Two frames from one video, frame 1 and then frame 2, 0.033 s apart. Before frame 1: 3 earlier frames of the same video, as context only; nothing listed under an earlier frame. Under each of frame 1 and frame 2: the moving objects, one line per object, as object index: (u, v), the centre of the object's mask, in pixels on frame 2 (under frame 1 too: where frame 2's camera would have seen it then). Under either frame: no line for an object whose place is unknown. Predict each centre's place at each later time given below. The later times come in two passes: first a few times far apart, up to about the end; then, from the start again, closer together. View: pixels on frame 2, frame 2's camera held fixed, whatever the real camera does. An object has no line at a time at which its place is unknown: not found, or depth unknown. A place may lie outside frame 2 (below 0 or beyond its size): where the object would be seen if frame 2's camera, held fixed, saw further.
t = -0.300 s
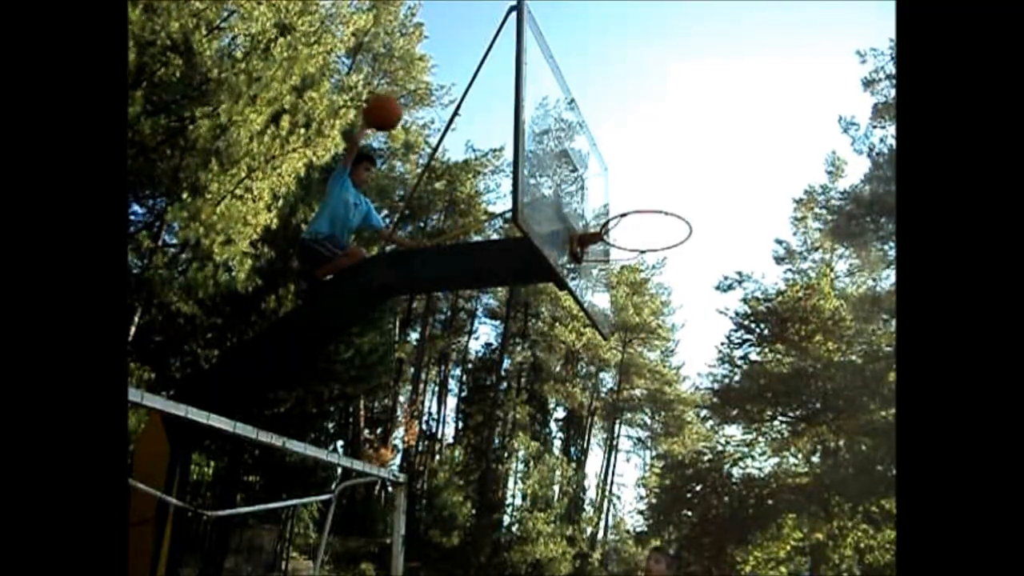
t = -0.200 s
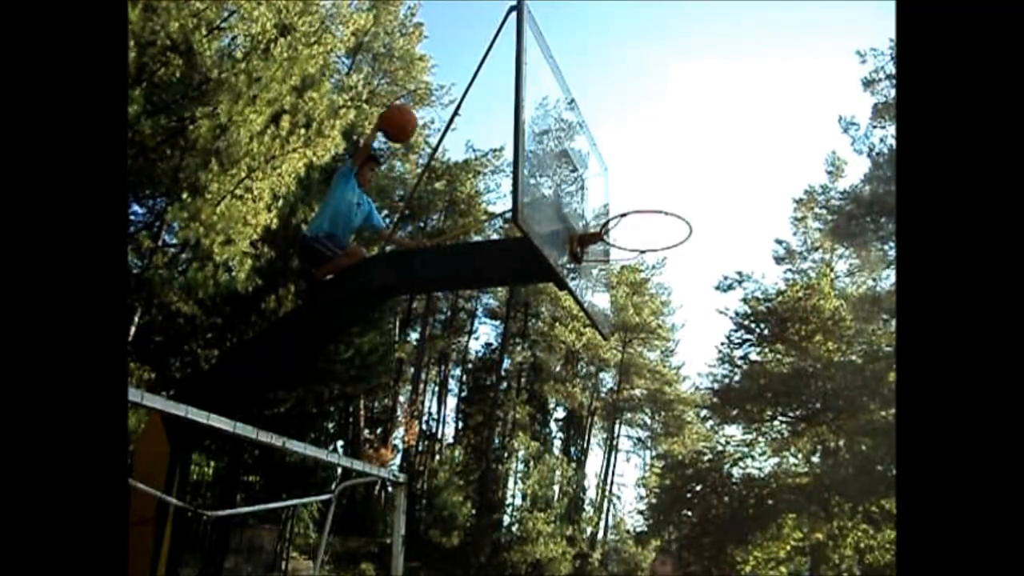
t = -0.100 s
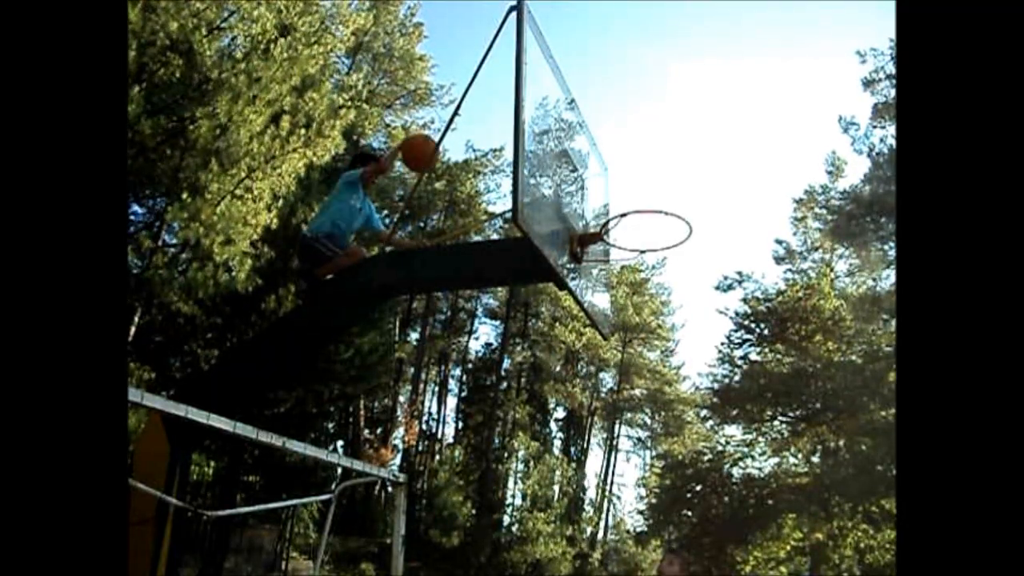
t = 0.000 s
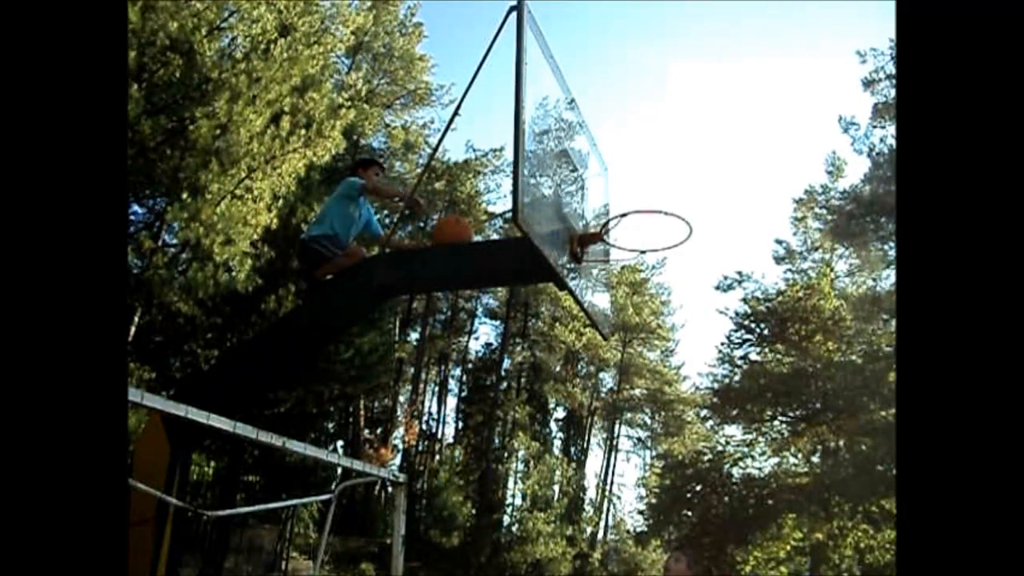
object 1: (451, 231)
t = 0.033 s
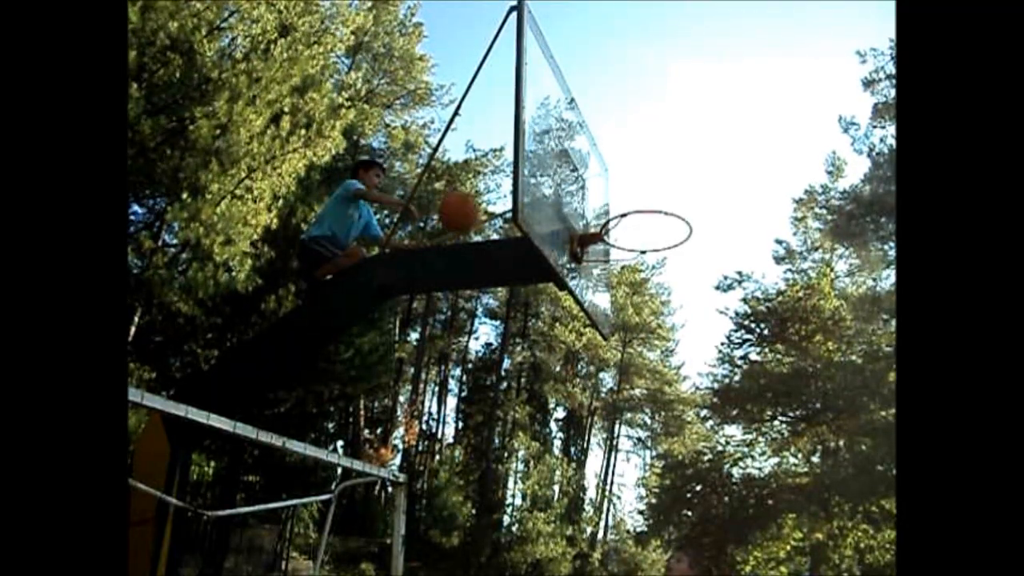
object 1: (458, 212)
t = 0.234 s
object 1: (495, 87)
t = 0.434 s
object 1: (539, 21)
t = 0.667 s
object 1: (565, 22)
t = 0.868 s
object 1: (602, 75)
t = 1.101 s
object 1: (657, 229)
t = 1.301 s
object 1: (715, 476)
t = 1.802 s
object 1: (809, 512)
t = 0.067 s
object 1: (464, 185)
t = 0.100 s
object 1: (471, 162)
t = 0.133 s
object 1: (477, 141)
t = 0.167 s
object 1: (483, 121)
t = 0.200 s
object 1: (489, 103)
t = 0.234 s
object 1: (495, 87)
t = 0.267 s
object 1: (499, 74)
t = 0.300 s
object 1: (503, 61)
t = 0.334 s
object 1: (506, 50)
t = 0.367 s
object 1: (508, 42)
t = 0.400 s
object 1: (511, 34)
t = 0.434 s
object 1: (539, 21)
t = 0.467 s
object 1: (542, 18)
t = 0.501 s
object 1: (544, 16)
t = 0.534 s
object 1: (547, 16)
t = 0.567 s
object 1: (550, 16)
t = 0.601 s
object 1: (554, 17)
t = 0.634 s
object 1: (559, 19)
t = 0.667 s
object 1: (565, 22)
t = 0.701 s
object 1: (571, 27)
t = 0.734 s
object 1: (577, 33)
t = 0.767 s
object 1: (583, 41)
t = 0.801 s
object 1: (589, 51)
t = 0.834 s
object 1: (596, 62)
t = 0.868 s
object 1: (602, 75)
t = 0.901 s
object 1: (609, 90)
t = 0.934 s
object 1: (616, 107)
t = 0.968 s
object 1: (624, 127)
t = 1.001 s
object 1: (632, 148)
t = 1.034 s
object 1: (640, 172)
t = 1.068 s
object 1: (648, 199)
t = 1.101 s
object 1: (657, 229)
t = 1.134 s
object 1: (665, 261)
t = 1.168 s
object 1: (675, 297)
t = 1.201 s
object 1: (684, 336)
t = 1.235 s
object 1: (694, 379)
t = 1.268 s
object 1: (704, 424)
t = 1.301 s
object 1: (715, 476)
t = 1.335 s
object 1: (727, 530)
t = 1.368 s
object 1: (736, 569)
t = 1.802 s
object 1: (809, 512)
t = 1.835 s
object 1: (812, 487)
